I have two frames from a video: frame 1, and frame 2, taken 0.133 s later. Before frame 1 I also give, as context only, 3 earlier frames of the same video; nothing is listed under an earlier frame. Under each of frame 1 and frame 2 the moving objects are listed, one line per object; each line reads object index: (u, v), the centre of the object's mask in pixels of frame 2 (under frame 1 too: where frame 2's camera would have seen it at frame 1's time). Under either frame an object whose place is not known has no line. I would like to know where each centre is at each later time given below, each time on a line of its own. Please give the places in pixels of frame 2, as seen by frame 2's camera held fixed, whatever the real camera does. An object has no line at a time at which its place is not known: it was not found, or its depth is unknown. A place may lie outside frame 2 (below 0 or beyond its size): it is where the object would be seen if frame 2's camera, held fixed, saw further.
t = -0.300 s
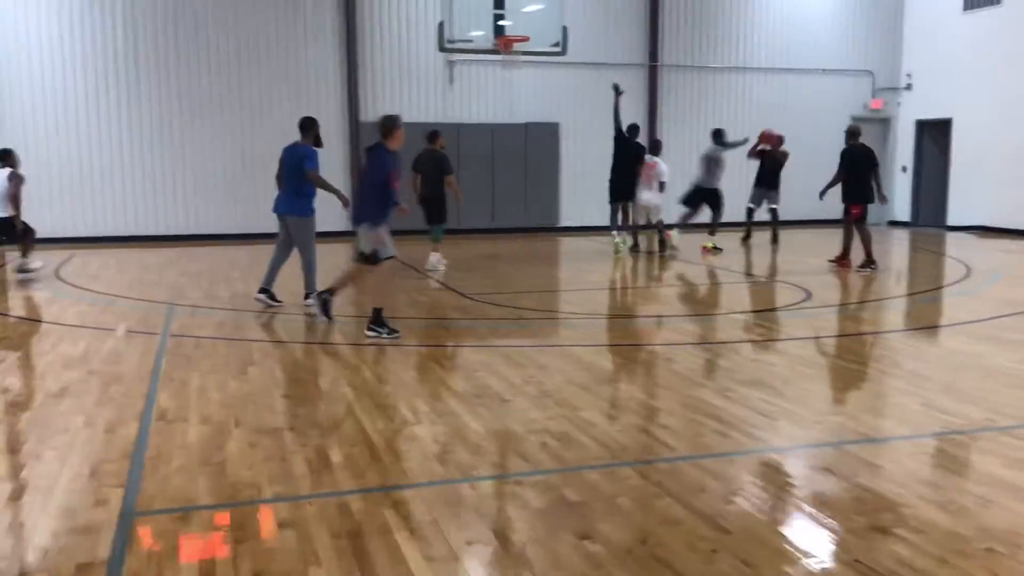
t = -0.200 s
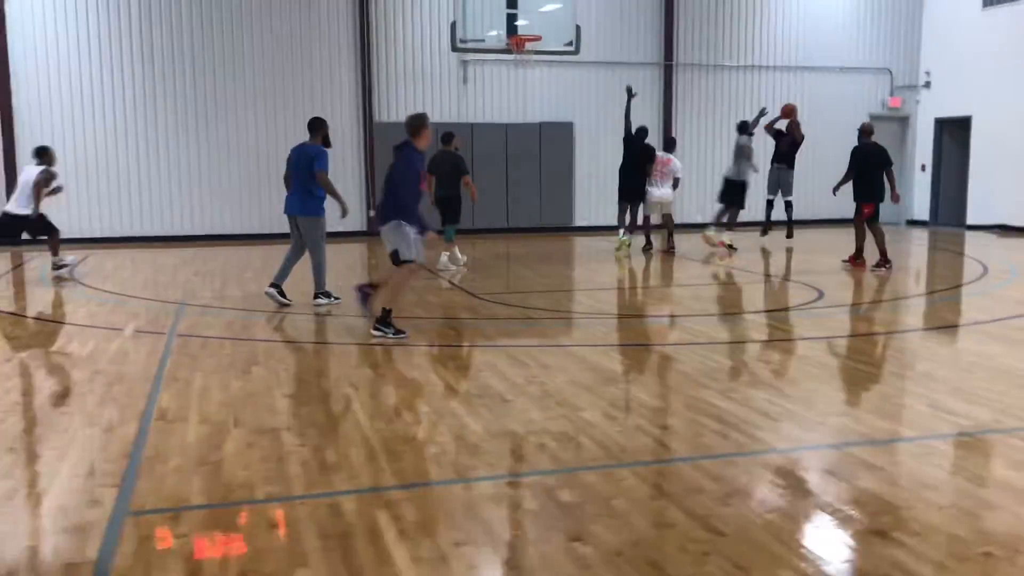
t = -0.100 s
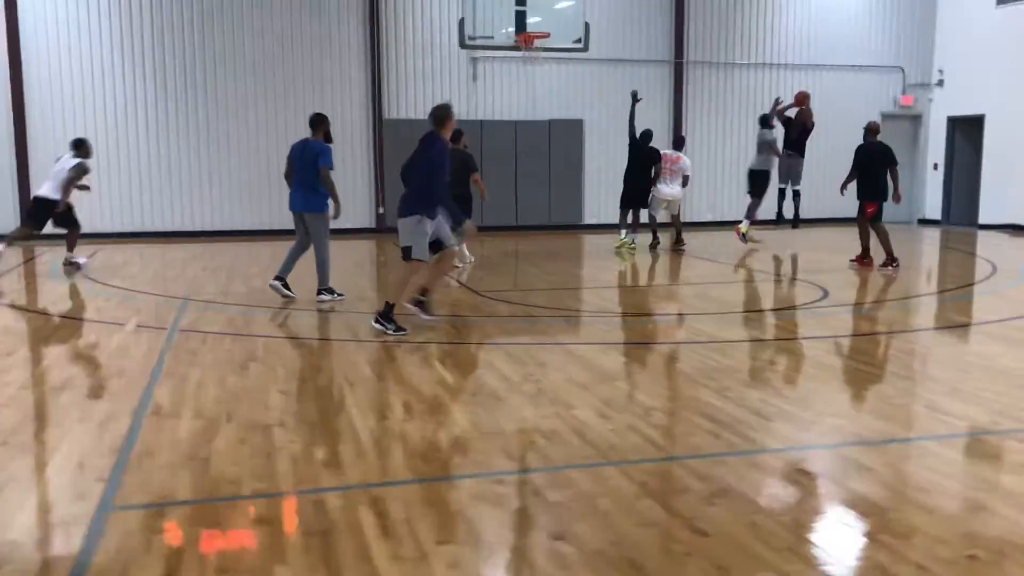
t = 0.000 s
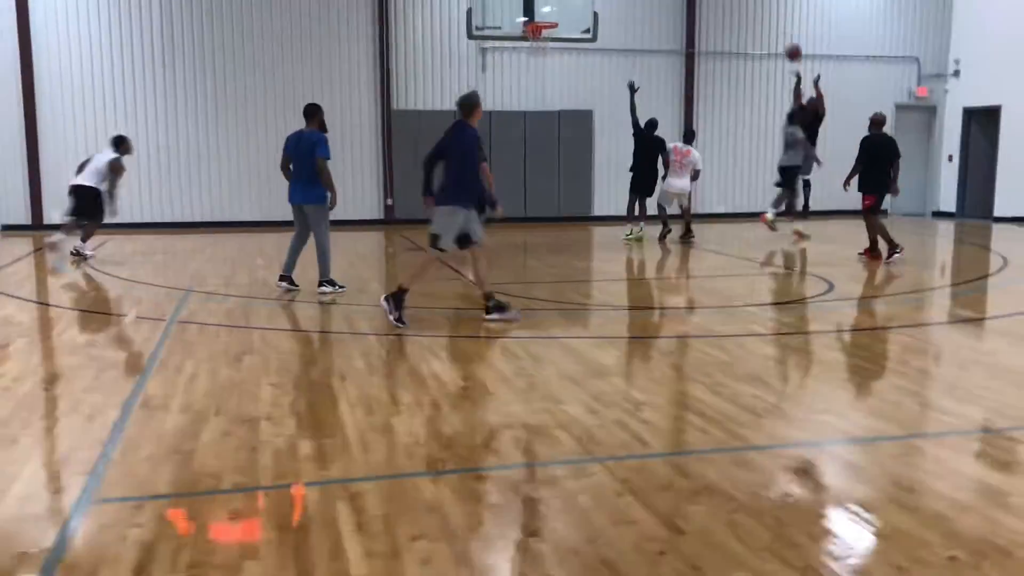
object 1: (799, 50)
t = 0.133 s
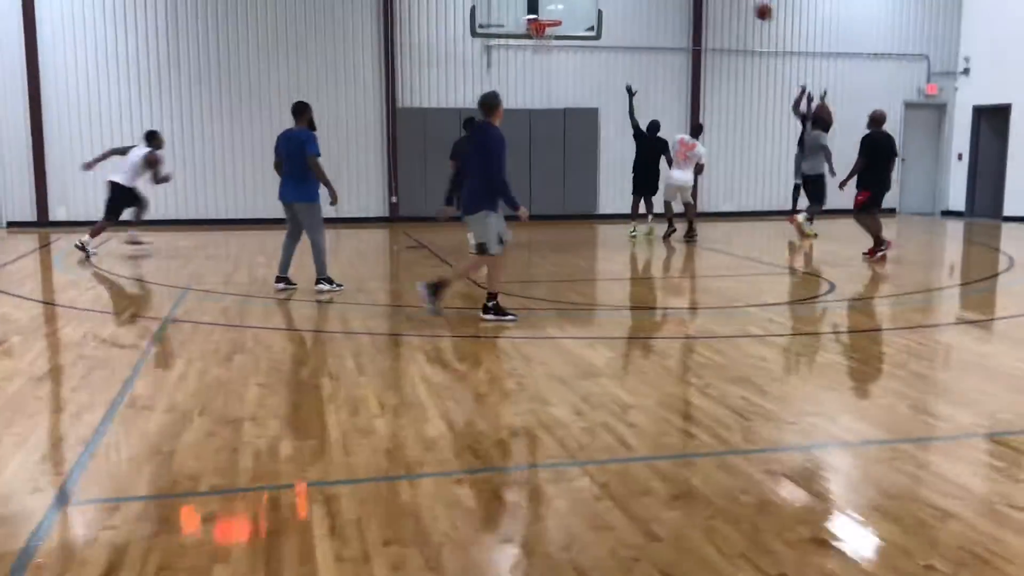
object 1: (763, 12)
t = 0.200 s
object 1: (744, 1)
